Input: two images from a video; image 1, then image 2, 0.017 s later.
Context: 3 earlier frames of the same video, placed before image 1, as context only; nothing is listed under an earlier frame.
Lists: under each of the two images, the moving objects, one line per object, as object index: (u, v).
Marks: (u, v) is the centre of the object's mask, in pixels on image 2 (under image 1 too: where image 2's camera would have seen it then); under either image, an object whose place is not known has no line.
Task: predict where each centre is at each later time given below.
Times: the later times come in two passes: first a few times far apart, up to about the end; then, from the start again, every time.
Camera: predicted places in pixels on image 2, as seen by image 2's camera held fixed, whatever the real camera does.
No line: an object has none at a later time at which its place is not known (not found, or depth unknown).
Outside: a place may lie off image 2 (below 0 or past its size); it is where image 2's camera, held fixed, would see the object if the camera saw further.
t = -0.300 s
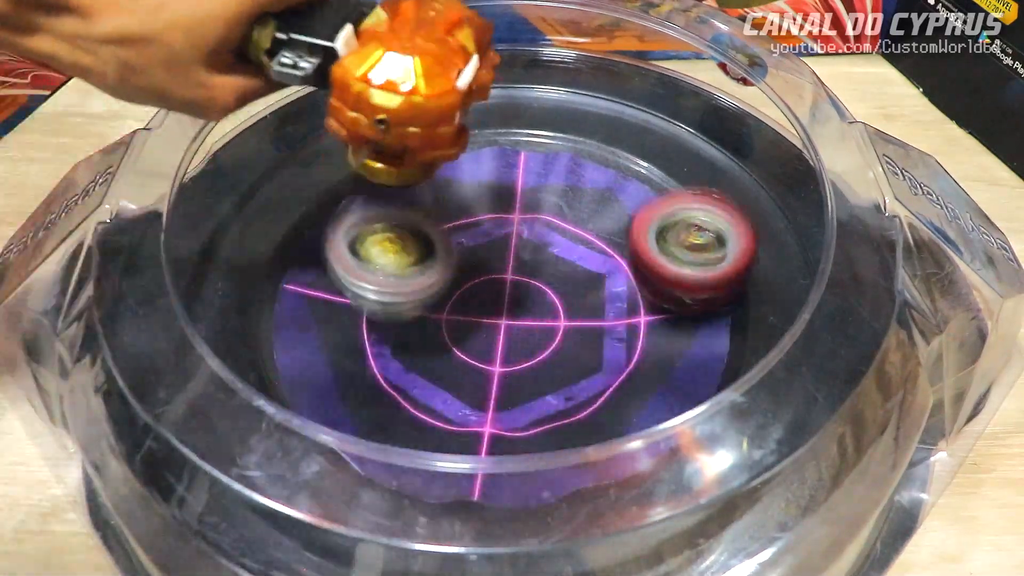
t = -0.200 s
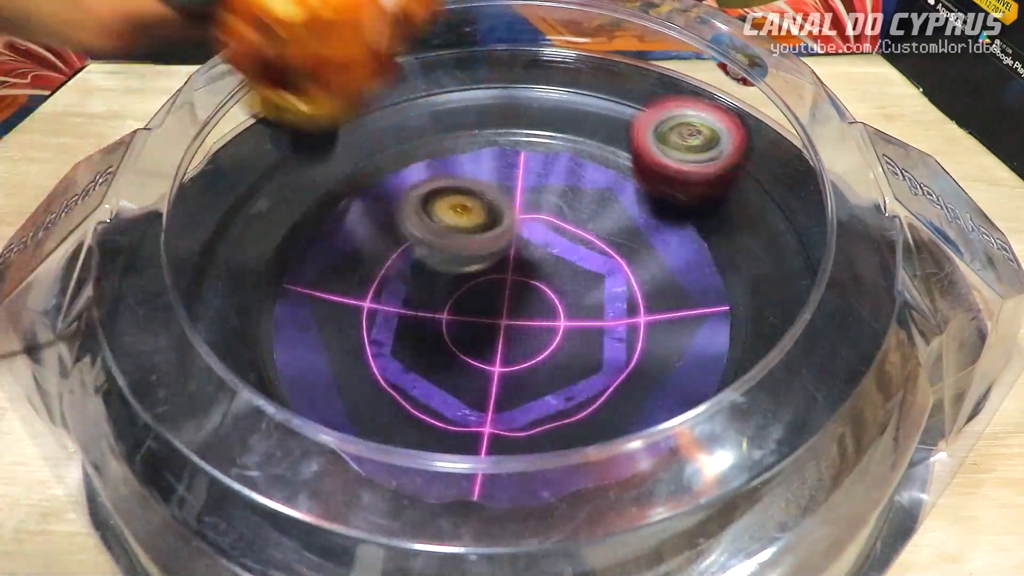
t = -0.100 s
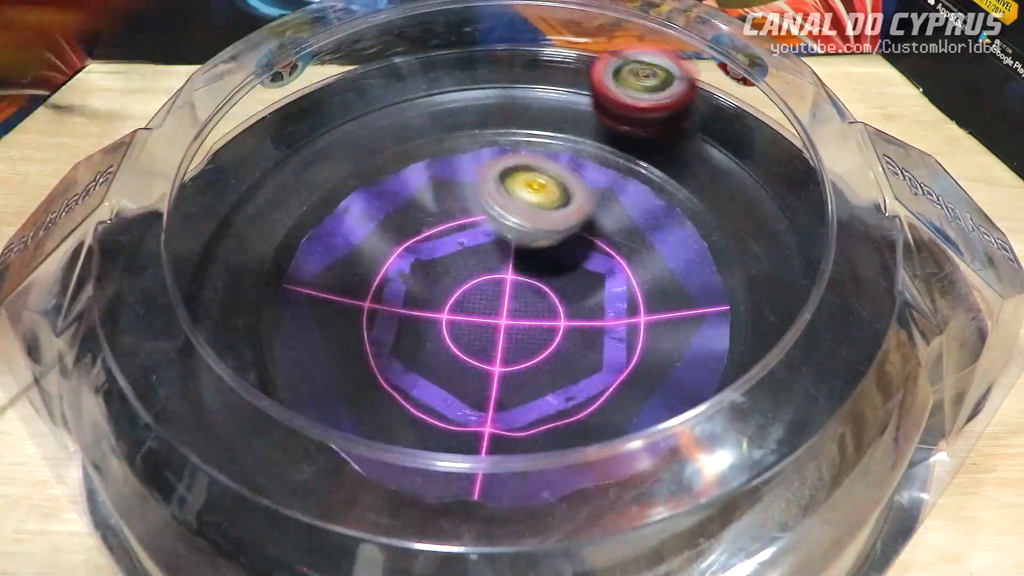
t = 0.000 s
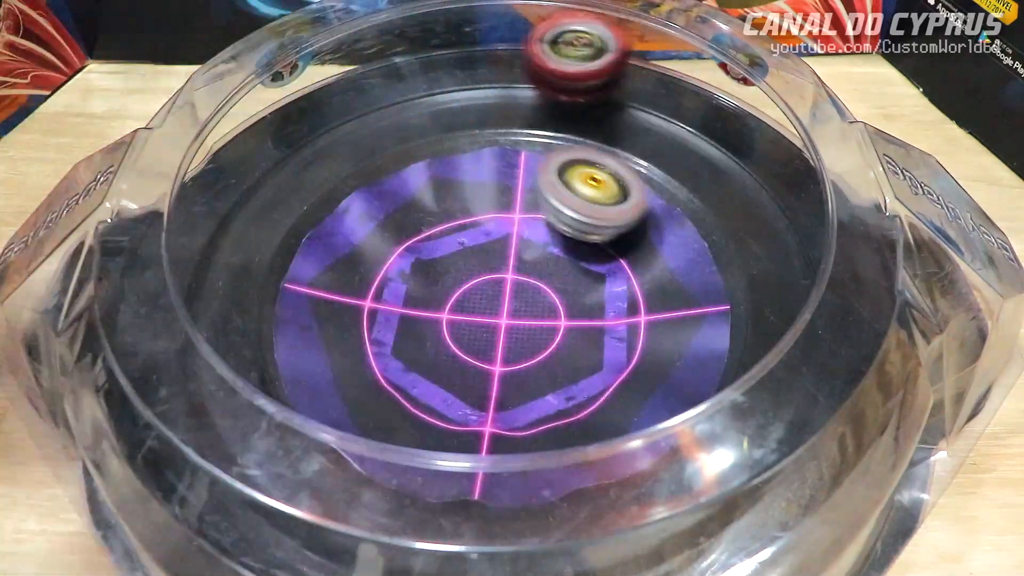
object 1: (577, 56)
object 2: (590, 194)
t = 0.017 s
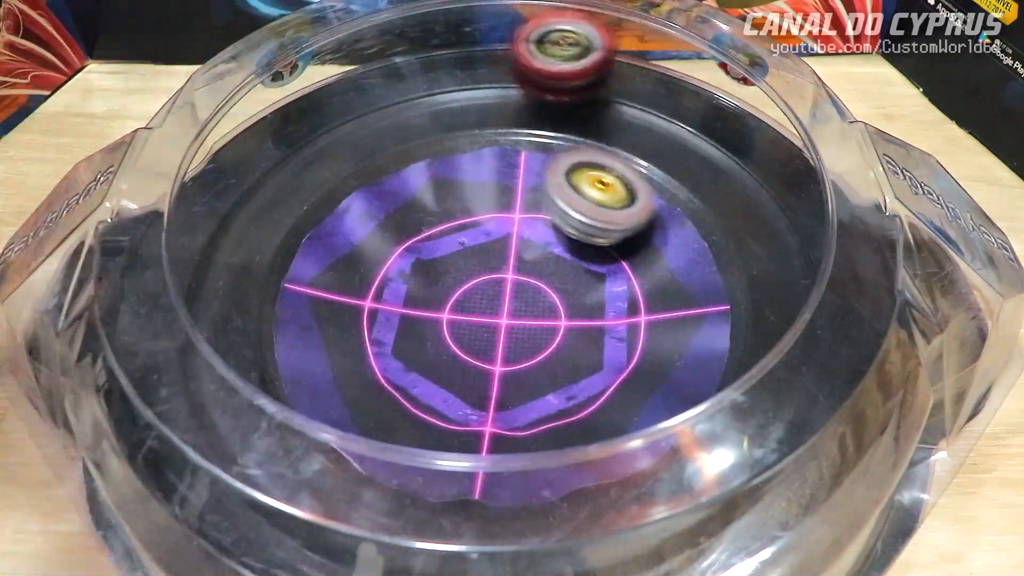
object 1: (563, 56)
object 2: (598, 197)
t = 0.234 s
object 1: (355, 89)
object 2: (586, 254)
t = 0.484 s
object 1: (191, 249)
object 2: (434, 312)
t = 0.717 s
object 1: (300, 486)
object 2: (477, 271)
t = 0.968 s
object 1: (786, 415)
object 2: (561, 219)
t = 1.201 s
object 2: (504, 270)
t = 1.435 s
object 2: (478, 311)
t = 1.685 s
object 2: (582, 254)
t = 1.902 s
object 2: (560, 198)
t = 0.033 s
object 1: (548, 57)
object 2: (603, 195)
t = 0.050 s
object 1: (530, 57)
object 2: (607, 196)
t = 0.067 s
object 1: (513, 57)
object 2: (612, 201)
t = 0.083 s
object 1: (496, 60)
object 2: (614, 203)
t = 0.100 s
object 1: (480, 61)
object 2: (615, 206)
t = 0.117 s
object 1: (463, 64)
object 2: (616, 212)
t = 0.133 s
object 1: (446, 66)
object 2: (615, 216)
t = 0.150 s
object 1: (430, 68)
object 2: (612, 221)
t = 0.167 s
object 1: (414, 71)
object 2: (610, 227)
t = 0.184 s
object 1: (399, 73)
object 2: (605, 234)
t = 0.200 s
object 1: (385, 77)
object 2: (599, 240)
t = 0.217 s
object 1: (370, 82)
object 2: (593, 247)
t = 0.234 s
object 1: (355, 89)
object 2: (586, 254)
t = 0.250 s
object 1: (340, 96)
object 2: (578, 262)
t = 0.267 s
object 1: (325, 104)
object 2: (568, 269)
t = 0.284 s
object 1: (312, 113)
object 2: (557, 275)
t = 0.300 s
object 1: (298, 121)
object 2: (546, 282)
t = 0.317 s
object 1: (285, 131)
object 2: (534, 288)
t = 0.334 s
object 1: (272, 139)
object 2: (523, 293)
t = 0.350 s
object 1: (260, 148)
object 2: (511, 297)
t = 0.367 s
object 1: (249, 160)
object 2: (499, 302)
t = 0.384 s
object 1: (240, 173)
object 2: (487, 303)
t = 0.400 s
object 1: (230, 185)
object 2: (475, 306)
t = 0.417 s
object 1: (221, 197)
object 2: (465, 309)
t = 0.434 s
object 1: (212, 209)
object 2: (455, 310)
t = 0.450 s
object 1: (203, 223)
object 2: (447, 312)
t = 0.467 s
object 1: (198, 236)
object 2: (440, 312)
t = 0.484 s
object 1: (191, 249)
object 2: (434, 312)
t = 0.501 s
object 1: (188, 267)
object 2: (429, 311)
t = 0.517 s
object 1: (185, 280)
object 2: (425, 309)
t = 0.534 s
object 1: (183, 297)
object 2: (424, 308)
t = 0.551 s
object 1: (183, 315)
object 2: (423, 305)
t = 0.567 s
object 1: (183, 334)
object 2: (423, 303)
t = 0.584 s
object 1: (187, 351)
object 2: (425, 301)
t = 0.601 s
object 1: (194, 367)
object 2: (428, 298)
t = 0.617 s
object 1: (201, 385)
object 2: (433, 295)
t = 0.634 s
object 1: (211, 401)
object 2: (438, 292)
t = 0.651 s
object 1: (223, 421)
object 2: (445, 289)
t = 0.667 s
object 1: (238, 438)
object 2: (453, 285)
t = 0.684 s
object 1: (259, 458)
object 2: (461, 281)
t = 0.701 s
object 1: (276, 472)
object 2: (468, 276)
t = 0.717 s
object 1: (300, 486)
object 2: (477, 271)
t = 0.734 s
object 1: (324, 497)
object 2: (486, 267)
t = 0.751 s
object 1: (355, 508)
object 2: (493, 262)
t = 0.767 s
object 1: (385, 512)
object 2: (502, 258)
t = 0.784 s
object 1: (416, 517)
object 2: (510, 252)
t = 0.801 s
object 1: (450, 520)
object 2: (518, 248)
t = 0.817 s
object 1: (486, 525)
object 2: (524, 243)
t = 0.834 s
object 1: (525, 521)
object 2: (531, 239)
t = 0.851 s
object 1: (561, 518)
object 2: (537, 235)
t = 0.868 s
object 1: (600, 514)
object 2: (542, 232)
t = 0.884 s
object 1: (637, 507)
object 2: (548, 227)
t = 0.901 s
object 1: (666, 499)
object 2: (551, 225)
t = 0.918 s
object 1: (699, 486)
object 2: (554, 223)
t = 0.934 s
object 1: (731, 469)
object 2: (558, 222)
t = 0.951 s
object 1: (757, 443)
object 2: (560, 220)
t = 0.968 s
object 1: (786, 415)
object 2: (561, 219)
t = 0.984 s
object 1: (800, 395)
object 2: (562, 219)
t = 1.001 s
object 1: (816, 369)
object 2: (562, 218)
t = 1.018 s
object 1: (829, 347)
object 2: (561, 220)
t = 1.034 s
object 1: (836, 324)
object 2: (560, 222)
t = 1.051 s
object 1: (838, 297)
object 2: (558, 224)
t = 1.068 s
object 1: (842, 273)
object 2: (556, 226)
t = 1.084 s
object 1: (840, 250)
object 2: (551, 230)
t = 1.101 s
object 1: (839, 229)
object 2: (547, 232)
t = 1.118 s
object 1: (836, 208)
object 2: (542, 235)
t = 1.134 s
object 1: (833, 187)
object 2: (537, 242)
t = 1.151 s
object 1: (828, 172)
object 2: (531, 245)
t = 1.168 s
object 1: (809, 165)
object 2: (522, 252)
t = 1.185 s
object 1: (778, 173)
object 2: (512, 263)
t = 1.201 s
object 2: (504, 270)
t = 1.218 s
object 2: (498, 275)
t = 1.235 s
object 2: (492, 279)
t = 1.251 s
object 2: (488, 284)
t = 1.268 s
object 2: (482, 287)
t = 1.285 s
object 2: (478, 290)
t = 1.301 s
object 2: (474, 296)
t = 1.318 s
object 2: (472, 299)
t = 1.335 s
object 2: (470, 302)
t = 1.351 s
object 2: (469, 304)
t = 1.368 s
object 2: (469, 308)
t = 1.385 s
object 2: (470, 308)
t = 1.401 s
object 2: (472, 311)
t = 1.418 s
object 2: (475, 311)
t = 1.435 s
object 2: (478, 311)
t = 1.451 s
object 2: (483, 312)
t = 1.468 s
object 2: (489, 311)
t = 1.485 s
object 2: (496, 311)
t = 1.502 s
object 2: (503, 309)
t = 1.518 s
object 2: (510, 308)
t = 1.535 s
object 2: (519, 305)
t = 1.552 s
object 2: (527, 302)
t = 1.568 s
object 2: (534, 298)
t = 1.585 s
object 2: (542, 294)
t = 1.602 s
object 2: (550, 287)
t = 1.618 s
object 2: (557, 284)
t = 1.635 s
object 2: (565, 276)
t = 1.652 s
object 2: (571, 271)
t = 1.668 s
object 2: (577, 262)
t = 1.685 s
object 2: (582, 254)
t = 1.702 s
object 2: (586, 248)
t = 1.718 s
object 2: (589, 241)
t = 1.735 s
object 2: (591, 237)
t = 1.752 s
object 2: (591, 229)
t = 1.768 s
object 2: (591, 225)
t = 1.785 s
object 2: (590, 219)
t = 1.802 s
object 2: (587, 214)
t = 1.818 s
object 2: (585, 210)
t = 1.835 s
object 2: (582, 206)
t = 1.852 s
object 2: (577, 203)
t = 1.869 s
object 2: (572, 200)
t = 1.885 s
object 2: (566, 198)
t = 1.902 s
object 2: (560, 198)
